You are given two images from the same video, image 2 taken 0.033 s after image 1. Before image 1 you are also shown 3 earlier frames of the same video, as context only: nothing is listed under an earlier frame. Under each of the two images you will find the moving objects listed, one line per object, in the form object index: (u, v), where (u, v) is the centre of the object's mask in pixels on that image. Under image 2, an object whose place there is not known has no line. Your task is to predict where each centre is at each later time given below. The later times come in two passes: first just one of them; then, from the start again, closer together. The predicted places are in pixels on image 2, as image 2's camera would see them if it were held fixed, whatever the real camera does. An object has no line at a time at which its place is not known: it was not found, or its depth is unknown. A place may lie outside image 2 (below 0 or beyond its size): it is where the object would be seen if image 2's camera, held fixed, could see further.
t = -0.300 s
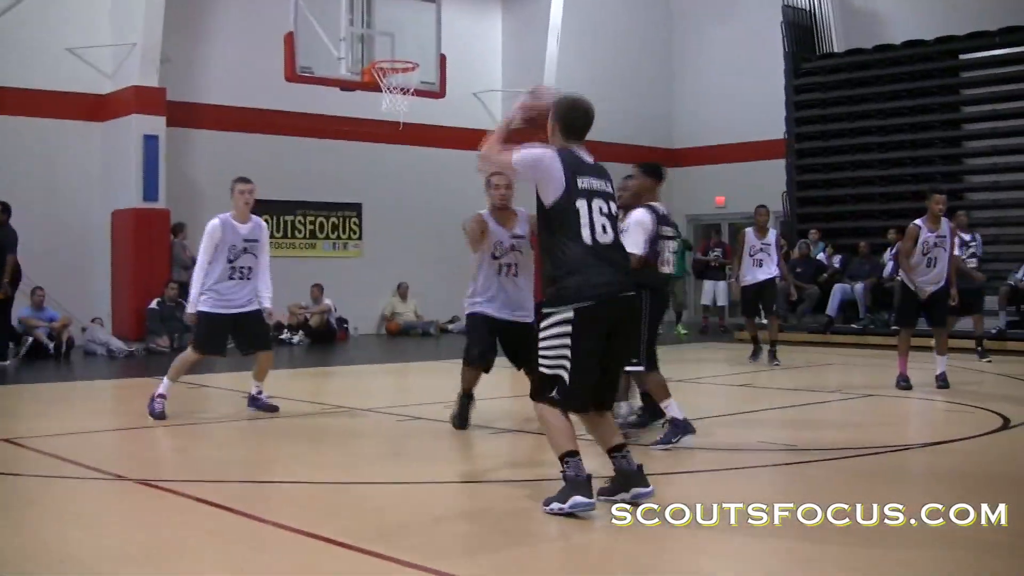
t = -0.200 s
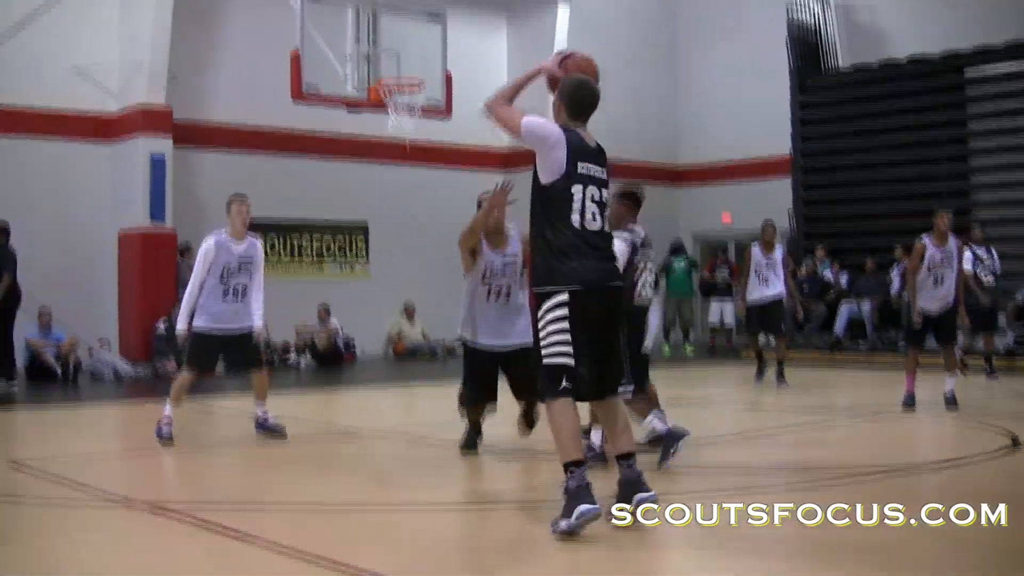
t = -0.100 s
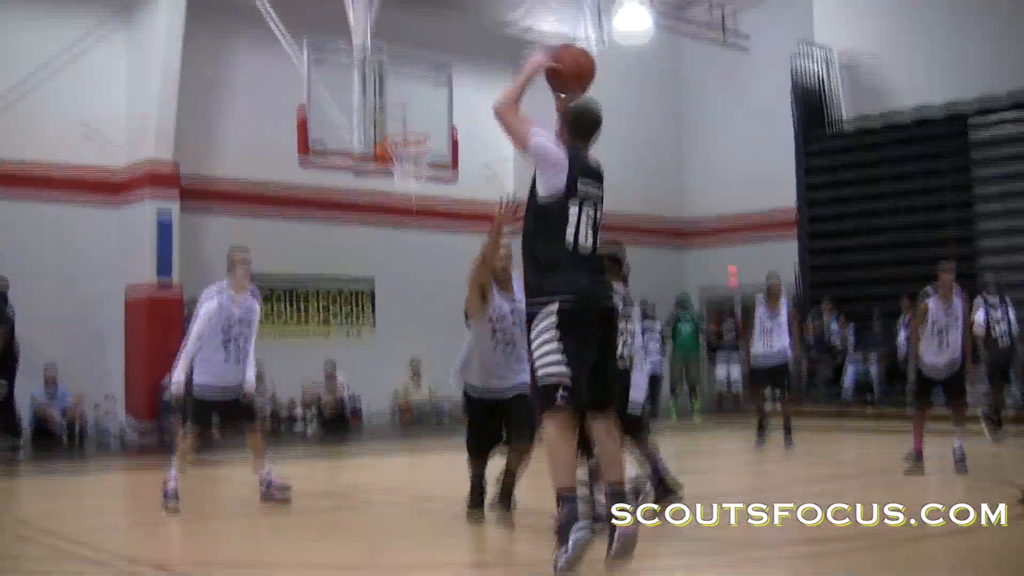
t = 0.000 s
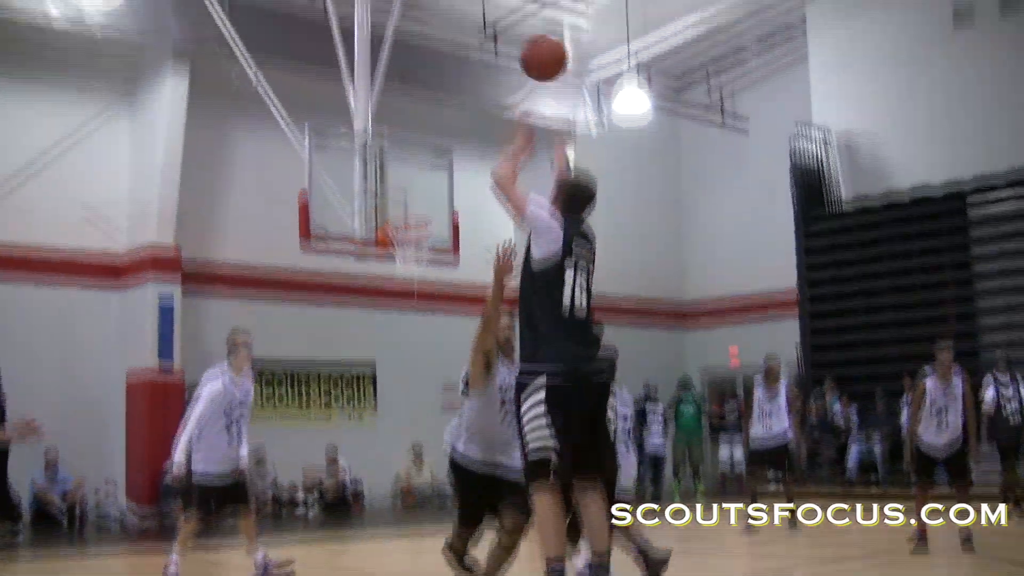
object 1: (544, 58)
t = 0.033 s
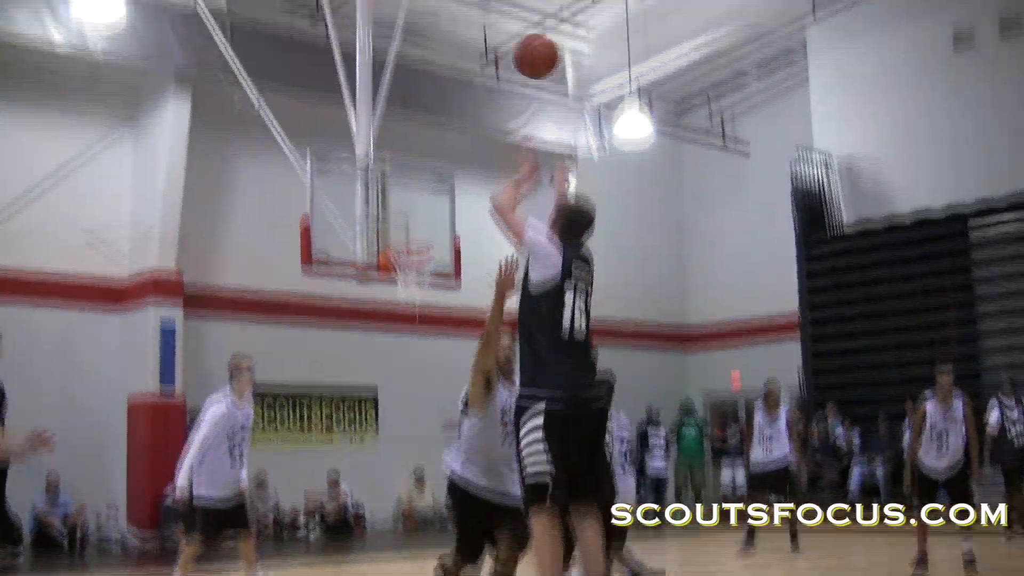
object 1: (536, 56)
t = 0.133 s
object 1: (521, -4)
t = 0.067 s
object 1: (530, 32)
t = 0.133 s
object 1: (521, -4)
